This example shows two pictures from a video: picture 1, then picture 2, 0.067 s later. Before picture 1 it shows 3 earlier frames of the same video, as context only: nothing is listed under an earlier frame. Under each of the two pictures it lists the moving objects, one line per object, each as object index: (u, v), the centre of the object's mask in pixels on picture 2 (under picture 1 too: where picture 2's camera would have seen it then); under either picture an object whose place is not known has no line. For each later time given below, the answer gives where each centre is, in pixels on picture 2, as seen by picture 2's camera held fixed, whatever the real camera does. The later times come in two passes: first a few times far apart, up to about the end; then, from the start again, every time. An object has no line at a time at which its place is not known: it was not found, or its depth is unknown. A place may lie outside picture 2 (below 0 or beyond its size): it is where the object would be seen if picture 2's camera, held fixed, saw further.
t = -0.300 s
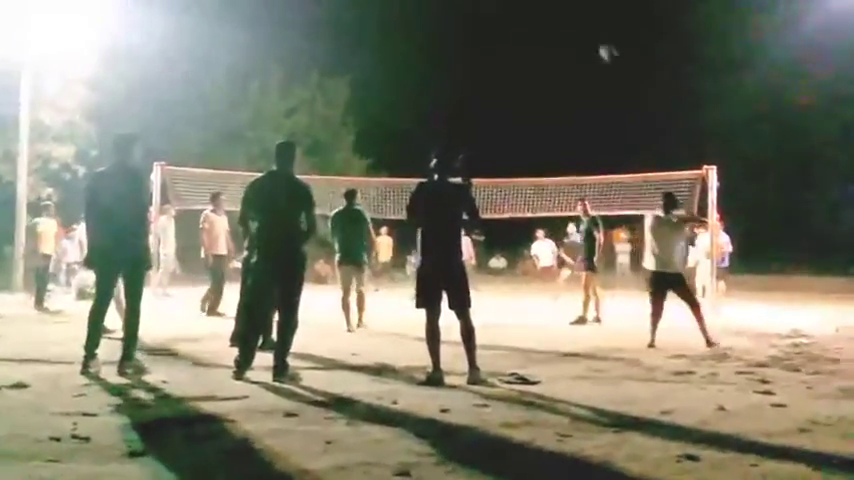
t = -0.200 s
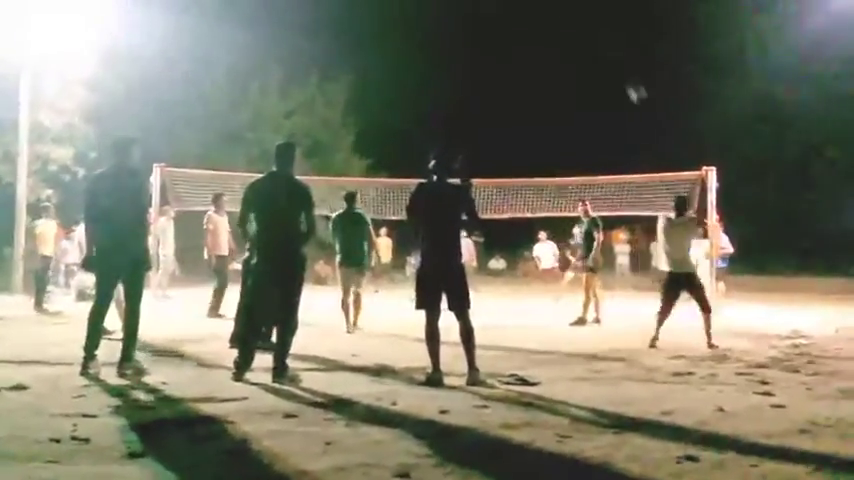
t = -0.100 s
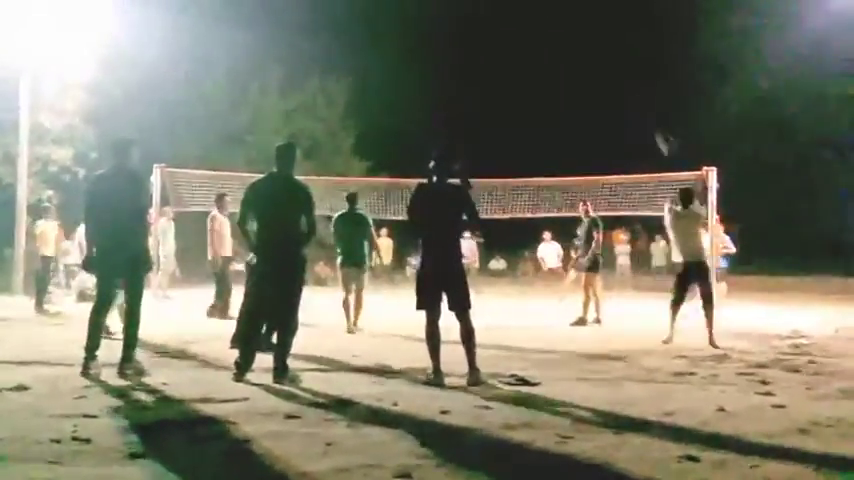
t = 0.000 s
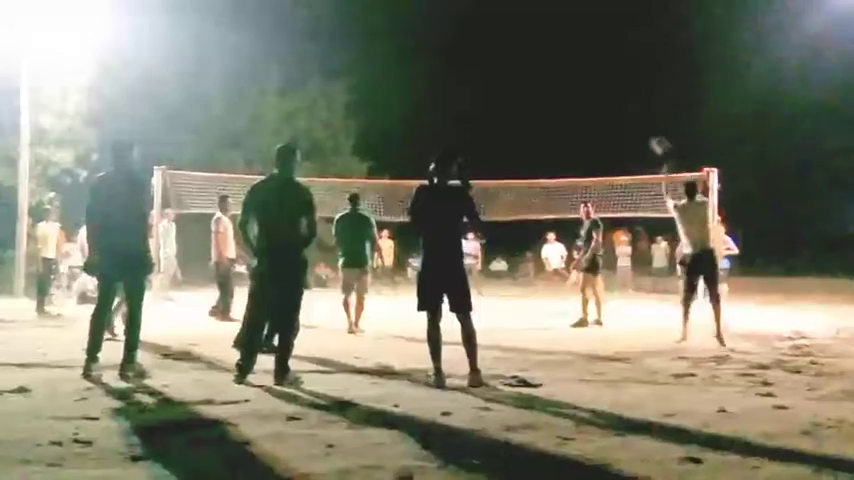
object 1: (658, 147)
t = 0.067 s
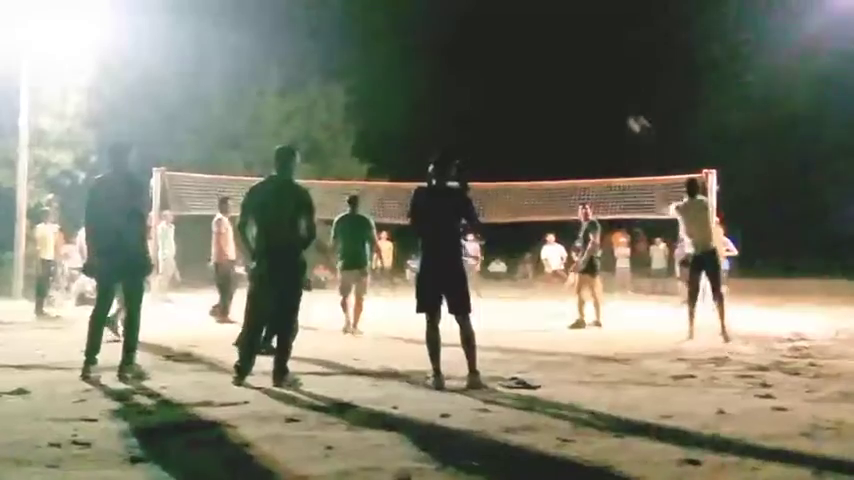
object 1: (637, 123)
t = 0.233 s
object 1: (594, 91)
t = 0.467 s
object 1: (552, 88)
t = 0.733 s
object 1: (517, 123)
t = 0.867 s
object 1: (505, 151)
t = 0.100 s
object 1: (627, 114)
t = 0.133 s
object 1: (619, 107)
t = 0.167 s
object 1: (610, 101)
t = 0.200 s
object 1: (602, 95)
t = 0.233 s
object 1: (594, 91)
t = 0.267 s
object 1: (587, 88)
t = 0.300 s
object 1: (580, 87)
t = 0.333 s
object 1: (575, 86)
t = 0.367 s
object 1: (569, 84)
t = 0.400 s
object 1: (563, 85)
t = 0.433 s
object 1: (558, 86)
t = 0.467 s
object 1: (552, 88)
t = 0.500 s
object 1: (547, 91)
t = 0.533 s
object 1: (542, 95)
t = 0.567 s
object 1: (538, 98)
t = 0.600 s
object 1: (534, 102)
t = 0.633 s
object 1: (529, 107)
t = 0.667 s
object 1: (525, 112)
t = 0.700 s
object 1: (522, 118)
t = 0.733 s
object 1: (517, 123)
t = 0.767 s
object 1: (514, 130)
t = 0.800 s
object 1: (511, 137)
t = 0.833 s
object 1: (508, 145)
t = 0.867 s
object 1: (505, 151)
